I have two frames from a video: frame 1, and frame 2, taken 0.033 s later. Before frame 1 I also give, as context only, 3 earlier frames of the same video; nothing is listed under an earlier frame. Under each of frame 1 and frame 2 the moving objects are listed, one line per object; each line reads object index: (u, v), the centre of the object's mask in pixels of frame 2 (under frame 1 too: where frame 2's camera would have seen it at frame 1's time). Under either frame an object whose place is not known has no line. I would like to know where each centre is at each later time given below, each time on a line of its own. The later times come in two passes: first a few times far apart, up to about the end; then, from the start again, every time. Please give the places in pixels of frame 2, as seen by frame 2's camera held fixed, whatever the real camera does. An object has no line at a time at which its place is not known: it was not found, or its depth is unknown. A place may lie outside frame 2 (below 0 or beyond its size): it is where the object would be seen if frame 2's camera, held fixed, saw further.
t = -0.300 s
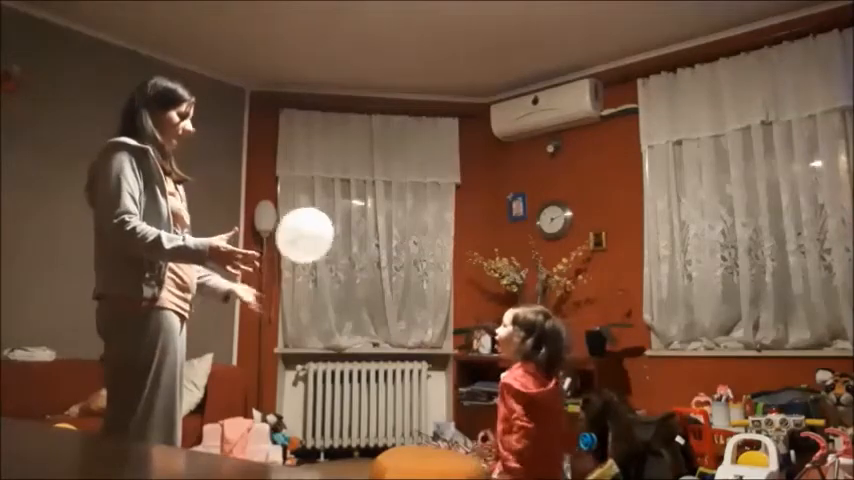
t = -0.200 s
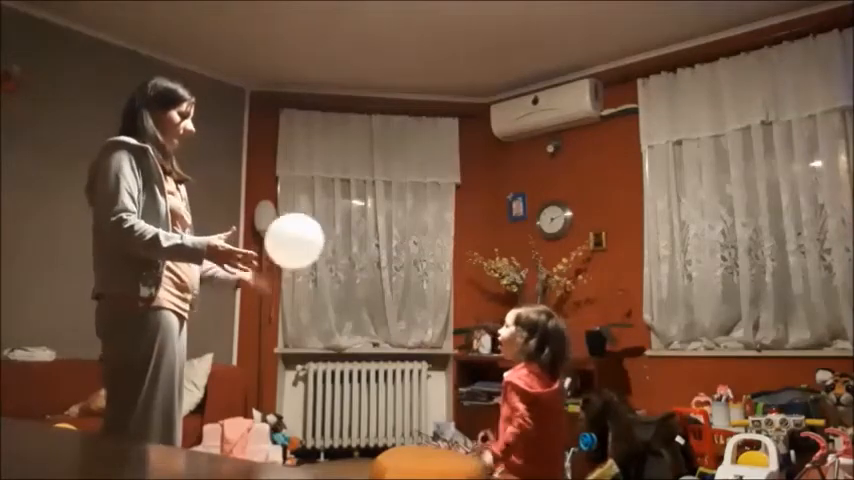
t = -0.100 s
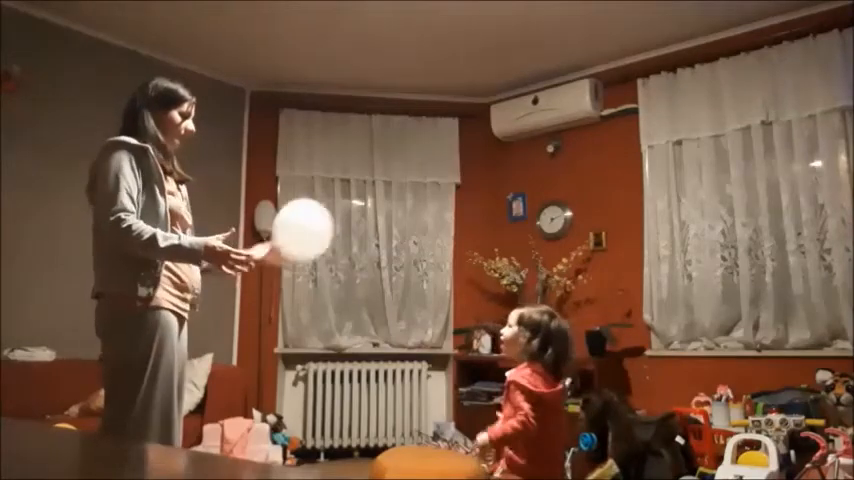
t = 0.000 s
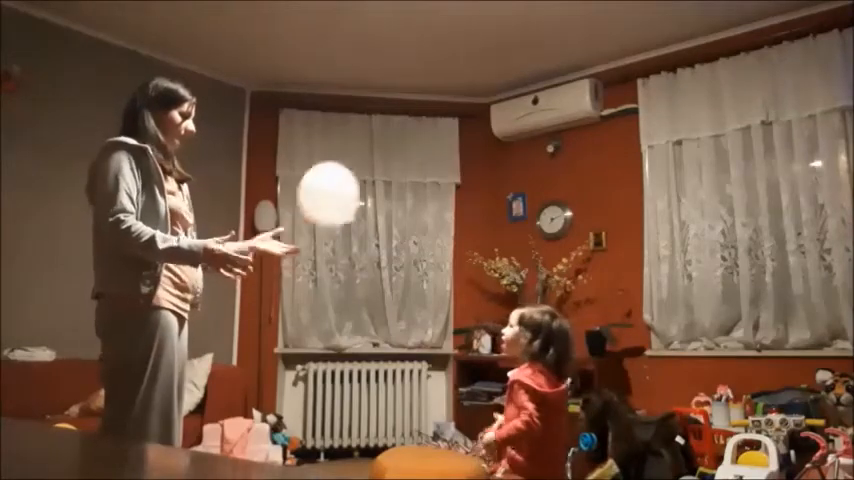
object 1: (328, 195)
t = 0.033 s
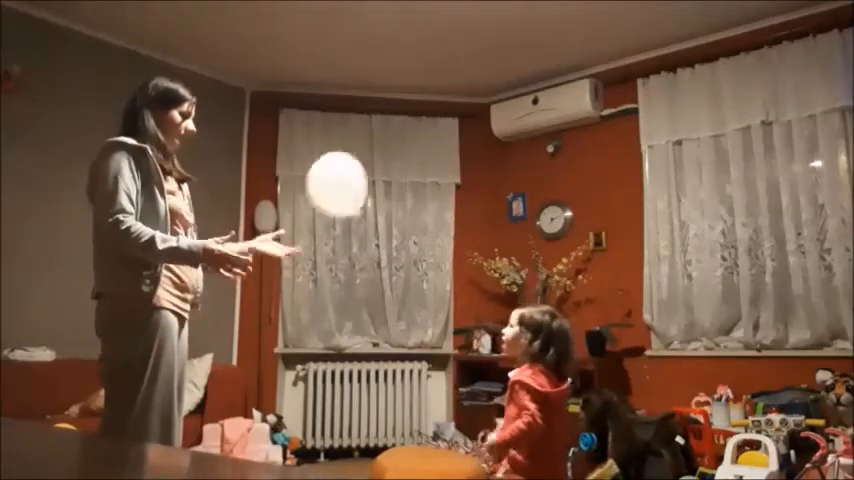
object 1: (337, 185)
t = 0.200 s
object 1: (376, 154)
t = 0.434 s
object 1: (423, 160)
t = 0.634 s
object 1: (451, 204)
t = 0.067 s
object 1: (345, 176)
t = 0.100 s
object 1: (353, 169)
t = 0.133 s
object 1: (361, 163)
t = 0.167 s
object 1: (369, 158)
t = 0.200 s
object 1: (376, 154)
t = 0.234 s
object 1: (383, 152)
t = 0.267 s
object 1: (391, 150)
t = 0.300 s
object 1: (398, 150)
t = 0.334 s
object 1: (404, 151)
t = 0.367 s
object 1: (411, 153)
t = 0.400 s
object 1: (417, 156)
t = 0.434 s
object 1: (423, 160)
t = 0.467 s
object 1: (428, 166)
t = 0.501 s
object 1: (433, 172)
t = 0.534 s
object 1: (438, 179)
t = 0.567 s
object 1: (443, 187)
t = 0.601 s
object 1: (447, 195)
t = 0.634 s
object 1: (451, 204)
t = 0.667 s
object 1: (454, 215)
